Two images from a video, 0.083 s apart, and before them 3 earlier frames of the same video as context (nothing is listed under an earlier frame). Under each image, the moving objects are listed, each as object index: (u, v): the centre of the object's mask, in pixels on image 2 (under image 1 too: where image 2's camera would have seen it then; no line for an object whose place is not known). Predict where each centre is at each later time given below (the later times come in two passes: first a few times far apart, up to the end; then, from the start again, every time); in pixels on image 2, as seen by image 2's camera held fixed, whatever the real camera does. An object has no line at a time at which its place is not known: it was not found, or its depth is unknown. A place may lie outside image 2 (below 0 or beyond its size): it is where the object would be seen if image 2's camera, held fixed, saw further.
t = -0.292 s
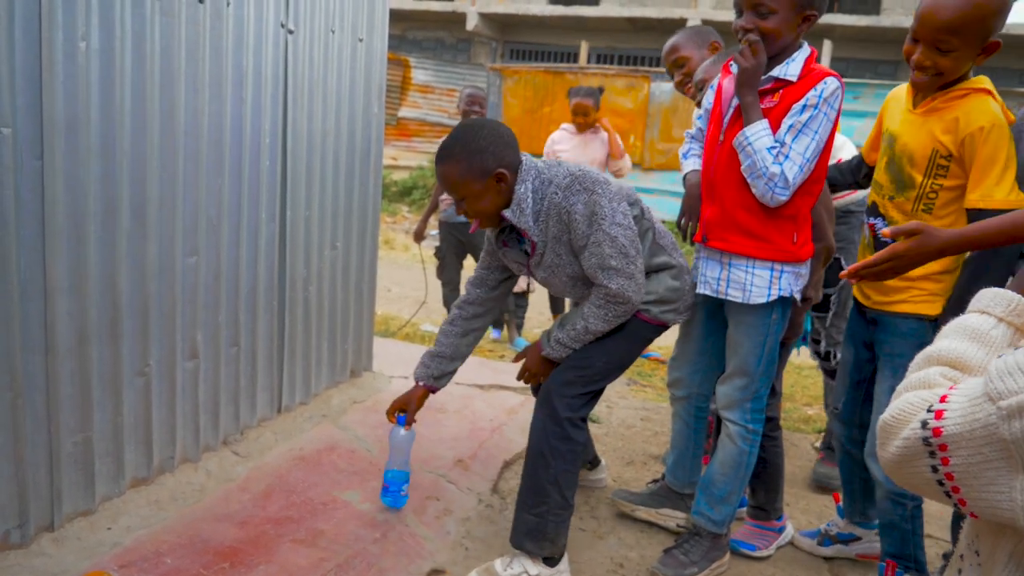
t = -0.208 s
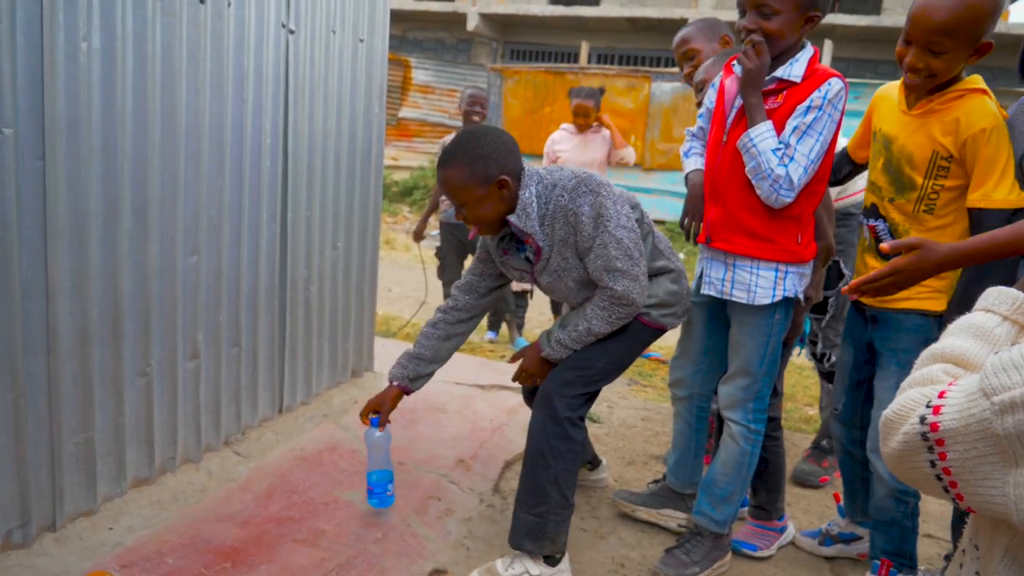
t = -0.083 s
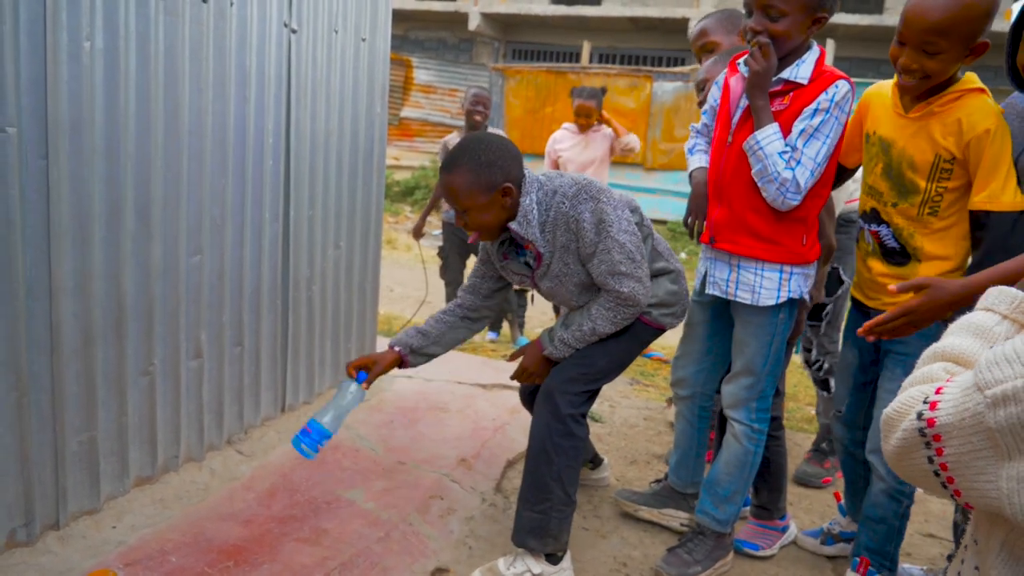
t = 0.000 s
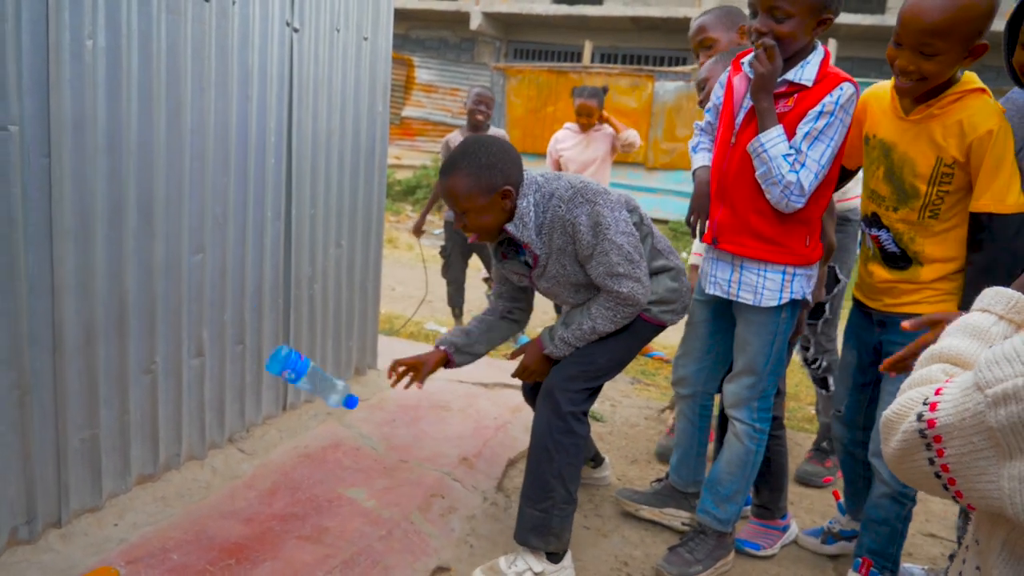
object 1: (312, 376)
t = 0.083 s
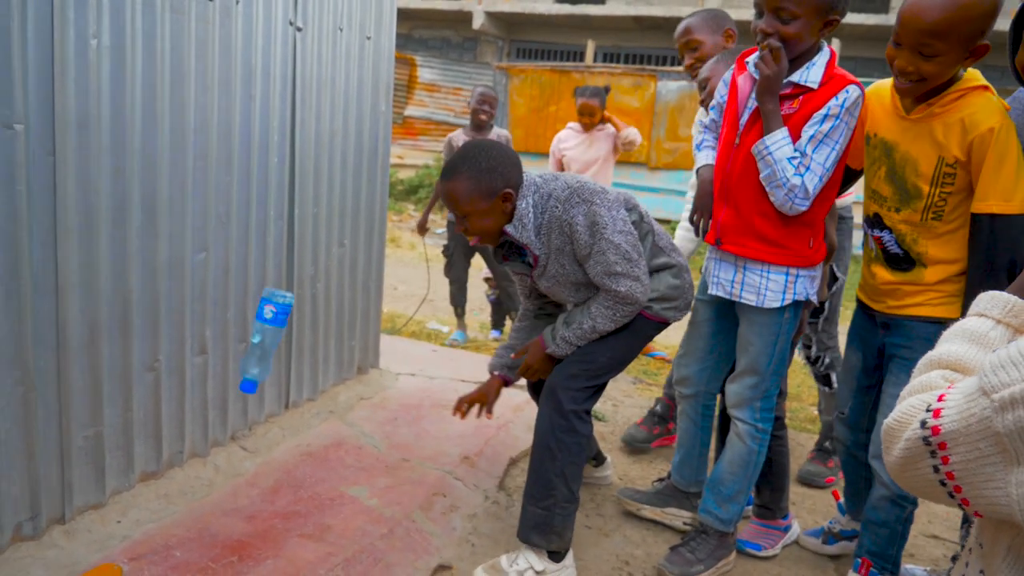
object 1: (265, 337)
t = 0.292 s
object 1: (197, 326)
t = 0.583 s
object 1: (156, 501)
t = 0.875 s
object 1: (170, 500)
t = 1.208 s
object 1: (170, 499)
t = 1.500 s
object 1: (171, 499)
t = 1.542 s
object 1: (171, 499)
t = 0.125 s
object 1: (244, 320)
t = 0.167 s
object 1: (228, 306)
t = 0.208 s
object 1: (217, 301)
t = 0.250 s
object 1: (207, 308)
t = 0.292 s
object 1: (197, 326)
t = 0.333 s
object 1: (187, 353)
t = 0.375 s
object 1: (177, 390)
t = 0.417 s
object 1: (167, 435)
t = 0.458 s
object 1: (157, 489)
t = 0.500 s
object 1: (154, 498)
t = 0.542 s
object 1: (156, 500)
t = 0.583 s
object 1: (156, 501)
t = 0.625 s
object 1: (158, 500)
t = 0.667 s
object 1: (161, 498)
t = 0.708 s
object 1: (166, 497)
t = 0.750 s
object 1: (171, 498)
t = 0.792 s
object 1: (173, 499)
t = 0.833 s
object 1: (172, 500)
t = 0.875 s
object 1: (170, 500)
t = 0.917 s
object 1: (169, 498)
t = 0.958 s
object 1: (170, 498)
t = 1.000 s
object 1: (171, 499)
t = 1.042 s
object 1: (171, 499)
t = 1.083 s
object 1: (170, 499)
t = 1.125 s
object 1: (171, 499)
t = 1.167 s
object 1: (171, 499)
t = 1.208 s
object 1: (170, 499)
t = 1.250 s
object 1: (170, 499)
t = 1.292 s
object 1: (171, 499)
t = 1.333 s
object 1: (170, 499)
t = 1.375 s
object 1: (170, 499)
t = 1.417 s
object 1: (170, 499)
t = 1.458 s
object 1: (171, 499)
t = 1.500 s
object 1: (171, 499)
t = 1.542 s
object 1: (171, 499)
